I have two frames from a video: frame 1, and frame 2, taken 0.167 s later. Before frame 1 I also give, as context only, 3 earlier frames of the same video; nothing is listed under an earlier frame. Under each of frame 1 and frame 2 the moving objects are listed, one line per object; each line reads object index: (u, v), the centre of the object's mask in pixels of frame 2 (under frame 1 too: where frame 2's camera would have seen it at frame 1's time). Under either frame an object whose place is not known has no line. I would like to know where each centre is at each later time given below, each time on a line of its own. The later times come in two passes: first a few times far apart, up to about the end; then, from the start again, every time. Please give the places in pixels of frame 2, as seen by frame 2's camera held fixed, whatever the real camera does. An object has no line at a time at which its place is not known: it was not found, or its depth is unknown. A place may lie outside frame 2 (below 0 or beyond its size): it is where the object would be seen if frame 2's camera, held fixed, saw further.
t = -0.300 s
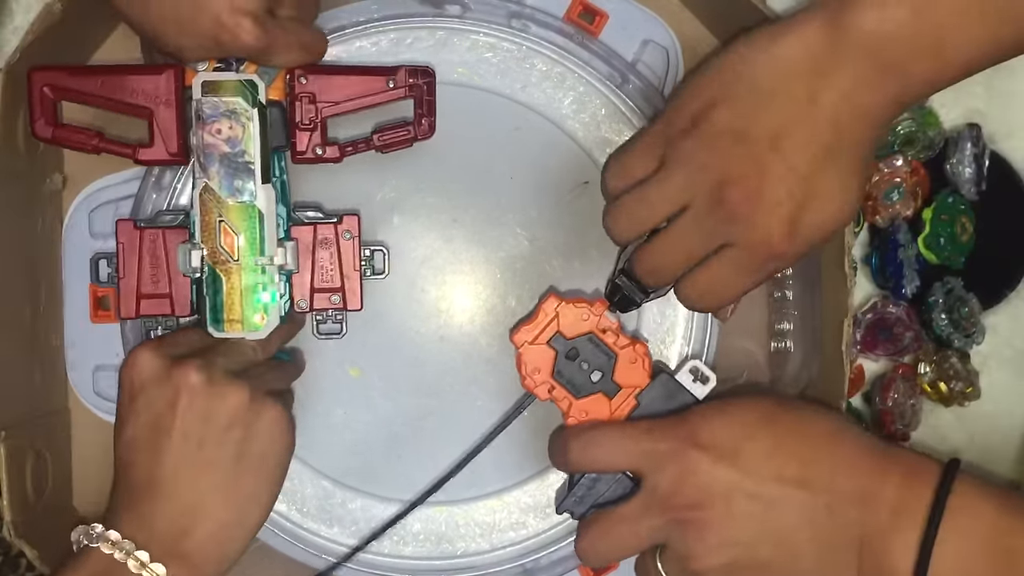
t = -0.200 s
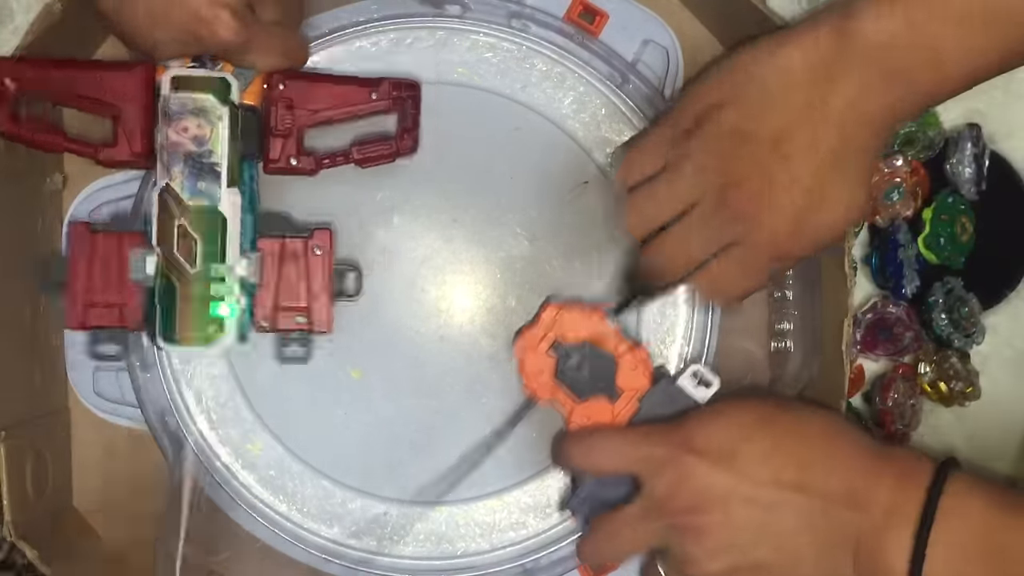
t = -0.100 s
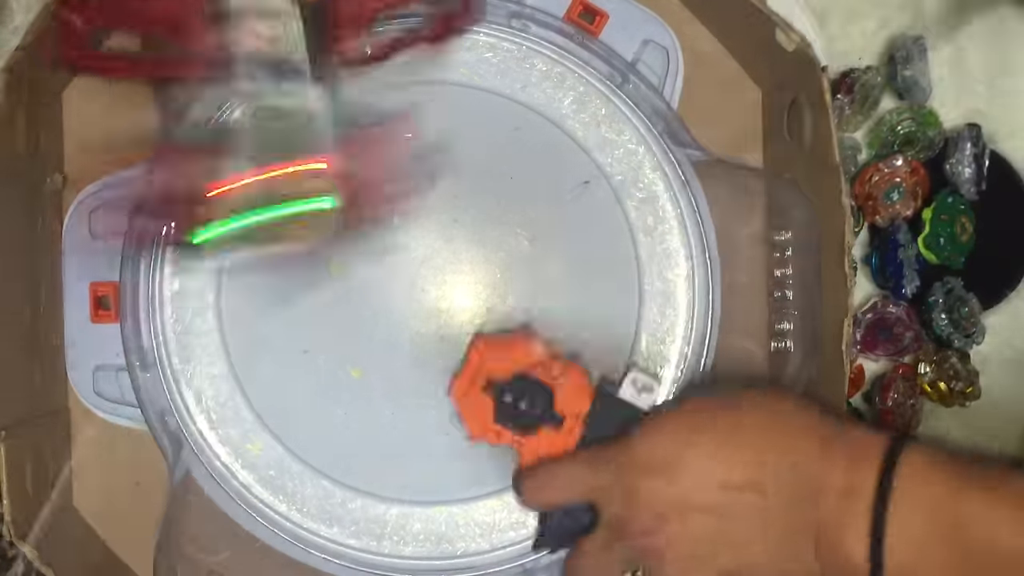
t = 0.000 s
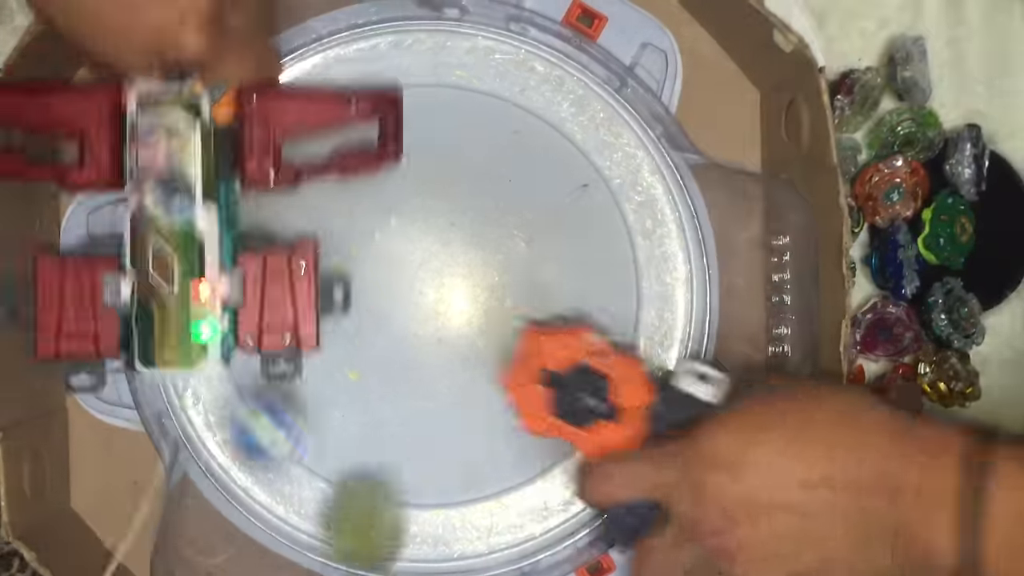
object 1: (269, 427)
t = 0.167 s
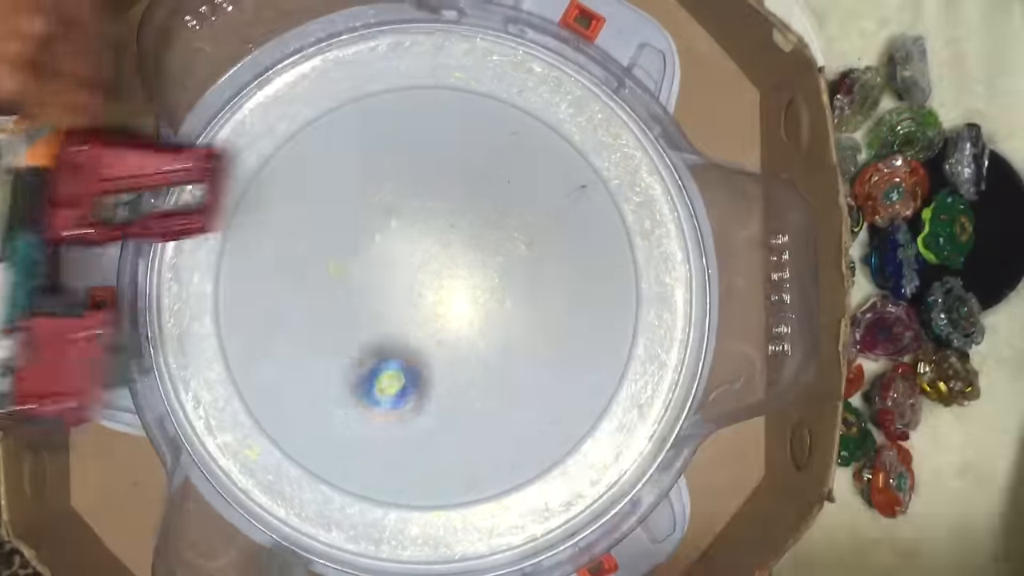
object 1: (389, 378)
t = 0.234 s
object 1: (426, 335)
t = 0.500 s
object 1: (458, 173)
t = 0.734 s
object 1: (343, 173)
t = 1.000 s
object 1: (253, 325)
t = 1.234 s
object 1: (456, 366)
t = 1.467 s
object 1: (573, 204)
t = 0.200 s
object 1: (408, 358)
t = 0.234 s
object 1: (426, 335)
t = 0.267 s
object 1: (442, 310)
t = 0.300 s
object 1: (455, 285)
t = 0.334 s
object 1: (464, 261)
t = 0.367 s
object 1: (469, 239)
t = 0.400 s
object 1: (471, 218)
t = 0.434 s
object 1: (471, 201)
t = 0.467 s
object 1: (466, 185)
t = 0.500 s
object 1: (458, 173)
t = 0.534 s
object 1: (447, 164)
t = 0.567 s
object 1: (433, 158)
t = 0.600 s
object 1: (417, 156)
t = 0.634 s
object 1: (399, 156)
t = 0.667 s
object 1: (379, 159)
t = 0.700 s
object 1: (361, 165)
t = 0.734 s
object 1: (343, 173)
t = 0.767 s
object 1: (323, 187)
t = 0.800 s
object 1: (308, 200)
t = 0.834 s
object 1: (291, 216)
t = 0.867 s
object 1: (275, 231)
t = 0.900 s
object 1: (261, 252)
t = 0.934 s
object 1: (252, 276)
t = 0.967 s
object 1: (248, 302)
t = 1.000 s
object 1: (253, 325)
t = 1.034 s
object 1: (266, 349)
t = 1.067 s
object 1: (286, 367)
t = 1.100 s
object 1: (316, 379)
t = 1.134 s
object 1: (347, 387)
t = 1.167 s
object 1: (382, 386)
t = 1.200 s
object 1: (419, 380)
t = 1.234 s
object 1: (456, 366)
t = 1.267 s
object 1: (490, 349)
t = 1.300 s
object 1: (516, 328)
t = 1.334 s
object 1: (539, 303)
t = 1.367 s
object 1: (555, 278)
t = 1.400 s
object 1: (569, 254)
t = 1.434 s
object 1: (575, 228)
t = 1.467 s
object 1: (573, 204)
